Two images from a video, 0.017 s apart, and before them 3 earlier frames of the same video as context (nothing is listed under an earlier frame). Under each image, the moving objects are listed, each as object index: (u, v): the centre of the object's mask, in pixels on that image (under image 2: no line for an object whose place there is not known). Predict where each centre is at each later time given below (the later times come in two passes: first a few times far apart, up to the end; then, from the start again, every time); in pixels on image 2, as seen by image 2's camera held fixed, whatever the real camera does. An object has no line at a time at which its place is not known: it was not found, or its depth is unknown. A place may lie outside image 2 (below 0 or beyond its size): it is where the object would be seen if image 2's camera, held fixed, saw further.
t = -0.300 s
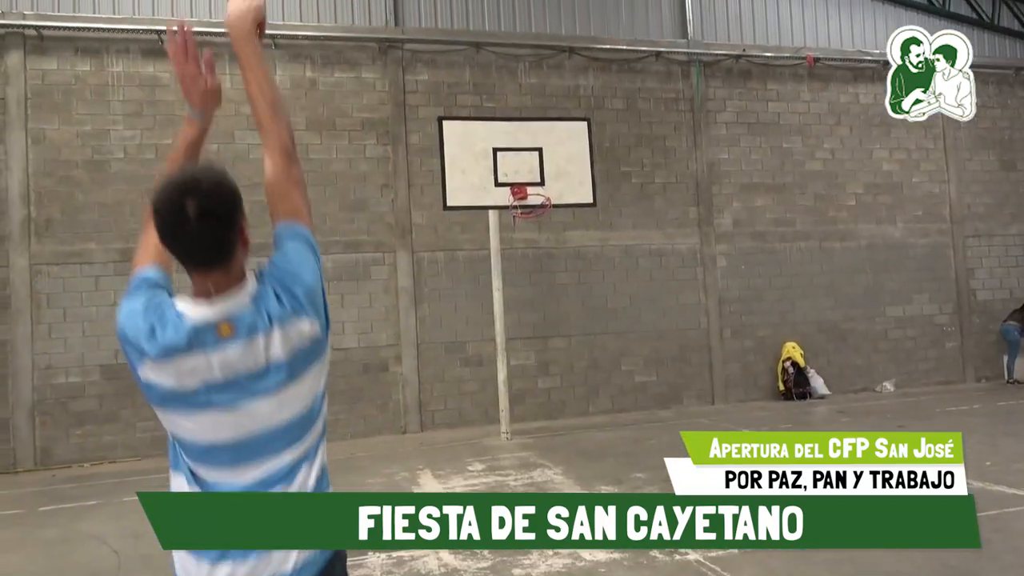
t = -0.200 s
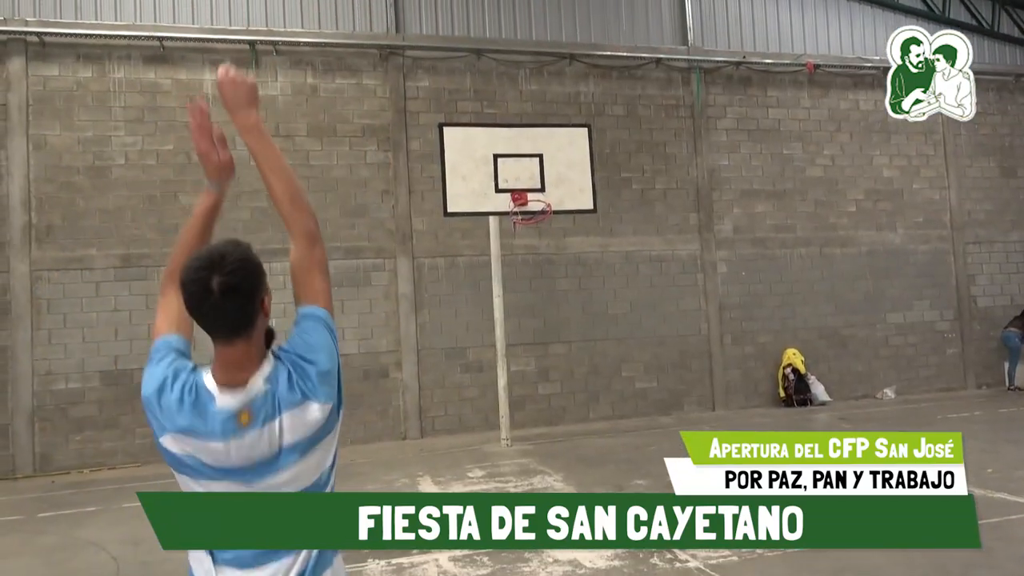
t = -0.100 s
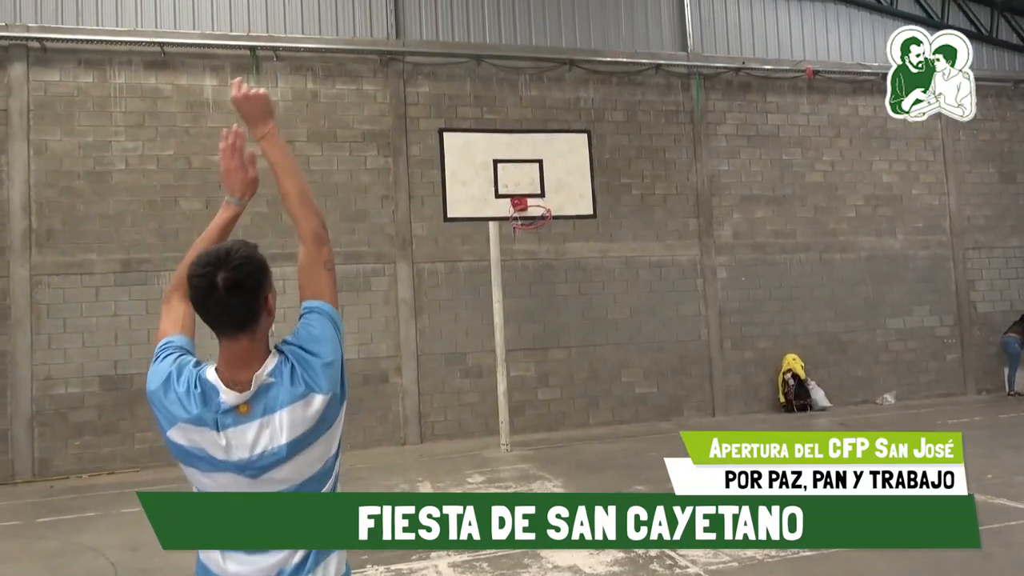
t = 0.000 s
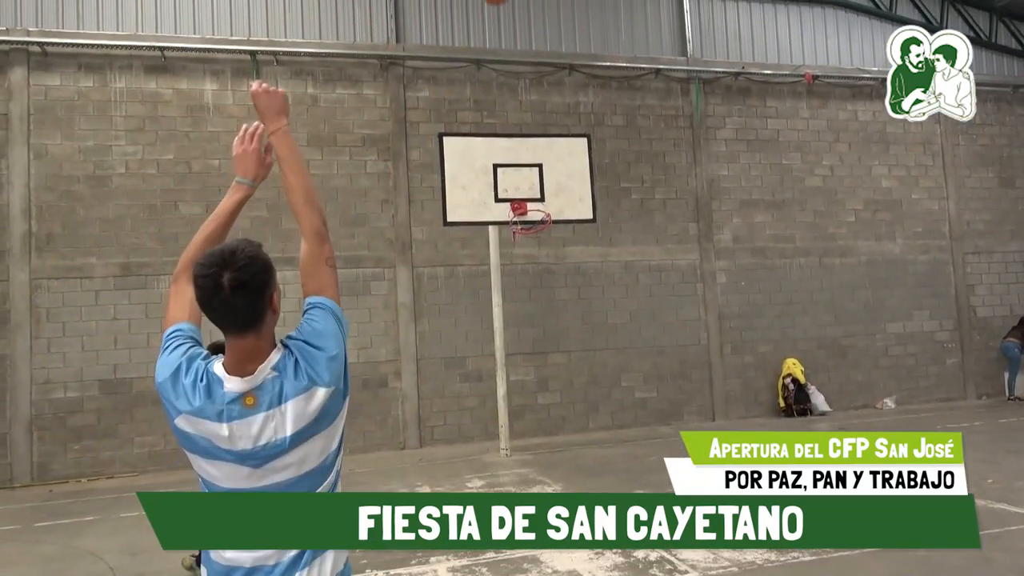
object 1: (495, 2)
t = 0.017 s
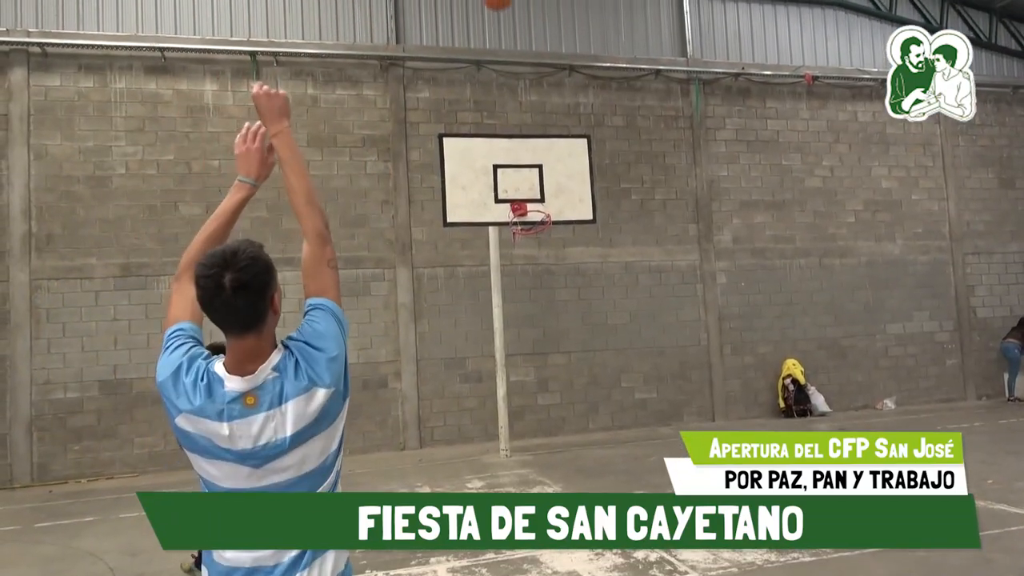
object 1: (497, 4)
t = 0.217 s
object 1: (515, 63)
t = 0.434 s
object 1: (531, 157)
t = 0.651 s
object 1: (527, 231)
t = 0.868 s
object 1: (520, 215)
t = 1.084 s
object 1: (525, 221)
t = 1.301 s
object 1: (537, 261)
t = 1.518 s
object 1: (553, 349)
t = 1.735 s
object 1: (571, 475)
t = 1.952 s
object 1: (584, 381)
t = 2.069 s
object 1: (592, 349)
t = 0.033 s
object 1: (498, 6)
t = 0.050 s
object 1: (500, 7)
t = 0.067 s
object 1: (502, 10)
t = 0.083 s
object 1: (503, 13)
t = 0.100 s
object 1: (505, 18)
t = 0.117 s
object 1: (506, 24)
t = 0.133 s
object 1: (507, 31)
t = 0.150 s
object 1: (509, 37)
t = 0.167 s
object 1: (511, 43)
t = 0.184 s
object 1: (511, 49)
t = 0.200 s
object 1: (513, 57)
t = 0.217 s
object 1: (515, 63)
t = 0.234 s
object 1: (516, 70)
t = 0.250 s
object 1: (517, 76)
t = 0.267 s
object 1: (518, 83)
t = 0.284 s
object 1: (520, 90)
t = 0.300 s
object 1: (521, 97)
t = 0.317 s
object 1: (522, 104)
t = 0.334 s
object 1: (524, 112)
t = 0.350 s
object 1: (525, 119)
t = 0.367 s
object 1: (527, 126)
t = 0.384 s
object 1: (527, 133)
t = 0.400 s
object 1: (529, 141)
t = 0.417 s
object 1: (530, 149)
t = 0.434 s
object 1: (531, 157)
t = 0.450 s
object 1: (532, 165)
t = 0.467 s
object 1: (533, 173)
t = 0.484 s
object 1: (535, 180)
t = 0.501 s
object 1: (536, 189)
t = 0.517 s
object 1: (537, 196)
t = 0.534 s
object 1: (538, 205)
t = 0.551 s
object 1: (539, 212)
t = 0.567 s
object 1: (537, 220)
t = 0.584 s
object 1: (536, 225)
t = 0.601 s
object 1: (533, 230)
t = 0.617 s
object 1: (531, 230)
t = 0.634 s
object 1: (528, 231)
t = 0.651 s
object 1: (527, 231)
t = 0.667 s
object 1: (524, 231)
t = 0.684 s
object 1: (521, 231)
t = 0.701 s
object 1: (519, 229)
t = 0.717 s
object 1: (518, 228)
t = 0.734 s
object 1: (518, 226)
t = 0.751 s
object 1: (518, 225)
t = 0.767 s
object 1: (518, 224)
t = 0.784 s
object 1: (518, 222)
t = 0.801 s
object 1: (519, 221)
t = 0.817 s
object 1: (519, 220)
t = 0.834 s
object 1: (519, 218)
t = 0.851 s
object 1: (519, 217)
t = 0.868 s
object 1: (520, 215)
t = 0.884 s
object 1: (520, 214)
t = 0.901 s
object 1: (521, 214)
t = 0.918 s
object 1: (521, 213)
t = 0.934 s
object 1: (521, 213)
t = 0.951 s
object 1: (521, 213)
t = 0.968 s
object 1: (521, 213)
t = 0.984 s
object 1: (522, 213)
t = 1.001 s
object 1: (522, 213)
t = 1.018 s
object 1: (523, 215)
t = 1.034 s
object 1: (523, 215)
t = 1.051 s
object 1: (524, 217)
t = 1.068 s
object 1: (524, 219)
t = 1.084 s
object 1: (525, 221)
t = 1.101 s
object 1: (526, 222)
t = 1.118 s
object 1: (526, 224)
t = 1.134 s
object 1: (528, 226)
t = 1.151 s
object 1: (528, 229)
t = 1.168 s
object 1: (529, 232)
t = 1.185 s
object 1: (530, 234)
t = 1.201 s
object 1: (531, 237)
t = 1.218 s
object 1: (532, 240)
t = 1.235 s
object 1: (533, 243)
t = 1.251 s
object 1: (534, 248)
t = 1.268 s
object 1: (535, 252)
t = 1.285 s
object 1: (536, 256)
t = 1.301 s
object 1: (537, 261)
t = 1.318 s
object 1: (538, 267)
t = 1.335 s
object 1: (540, 272)
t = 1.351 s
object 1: (541, 277)
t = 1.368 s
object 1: (541, 284)
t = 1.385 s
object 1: (543, 290)
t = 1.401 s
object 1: (544, 296)
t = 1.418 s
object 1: (545, 303)
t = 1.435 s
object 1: (546, 310)
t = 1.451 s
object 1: (548, 317)
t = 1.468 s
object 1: (549, 325)
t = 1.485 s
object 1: (550, 332)
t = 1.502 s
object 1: (552, 340)
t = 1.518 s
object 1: (553, 349)
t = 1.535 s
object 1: (554, 358)
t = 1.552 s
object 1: (555, 367)
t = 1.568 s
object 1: (556, 377)
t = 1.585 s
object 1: (558, 386)
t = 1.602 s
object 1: (560, 396)
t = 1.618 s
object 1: (561, 407)
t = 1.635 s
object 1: (562, 417)
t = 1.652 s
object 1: (564, 429)
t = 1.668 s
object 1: (565, 440)
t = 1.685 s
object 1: (567, 453)
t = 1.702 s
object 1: (568, 464)
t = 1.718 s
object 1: (570, 475)
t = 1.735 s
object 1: (571, 475)
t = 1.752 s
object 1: (572, 468)
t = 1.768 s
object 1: (573, 459)
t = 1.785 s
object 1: (574, 451)
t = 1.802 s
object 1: (576, 443)
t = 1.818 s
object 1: (576, 434)
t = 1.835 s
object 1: (577, 427)
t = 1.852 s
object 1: (577, 420)
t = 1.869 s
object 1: (578, 413)
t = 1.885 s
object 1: (580, 406)
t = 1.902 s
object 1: (581, 400)
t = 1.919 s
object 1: (582, 393)
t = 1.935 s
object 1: (583, 387)
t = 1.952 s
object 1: (584, 381)
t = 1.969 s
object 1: (585, 376)
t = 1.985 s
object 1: (586, 371)
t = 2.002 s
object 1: (587, 367)
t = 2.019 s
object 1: (589, 362)
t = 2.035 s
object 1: (590, 357)
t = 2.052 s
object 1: (591, 353)
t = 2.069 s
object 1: (592, 349)
